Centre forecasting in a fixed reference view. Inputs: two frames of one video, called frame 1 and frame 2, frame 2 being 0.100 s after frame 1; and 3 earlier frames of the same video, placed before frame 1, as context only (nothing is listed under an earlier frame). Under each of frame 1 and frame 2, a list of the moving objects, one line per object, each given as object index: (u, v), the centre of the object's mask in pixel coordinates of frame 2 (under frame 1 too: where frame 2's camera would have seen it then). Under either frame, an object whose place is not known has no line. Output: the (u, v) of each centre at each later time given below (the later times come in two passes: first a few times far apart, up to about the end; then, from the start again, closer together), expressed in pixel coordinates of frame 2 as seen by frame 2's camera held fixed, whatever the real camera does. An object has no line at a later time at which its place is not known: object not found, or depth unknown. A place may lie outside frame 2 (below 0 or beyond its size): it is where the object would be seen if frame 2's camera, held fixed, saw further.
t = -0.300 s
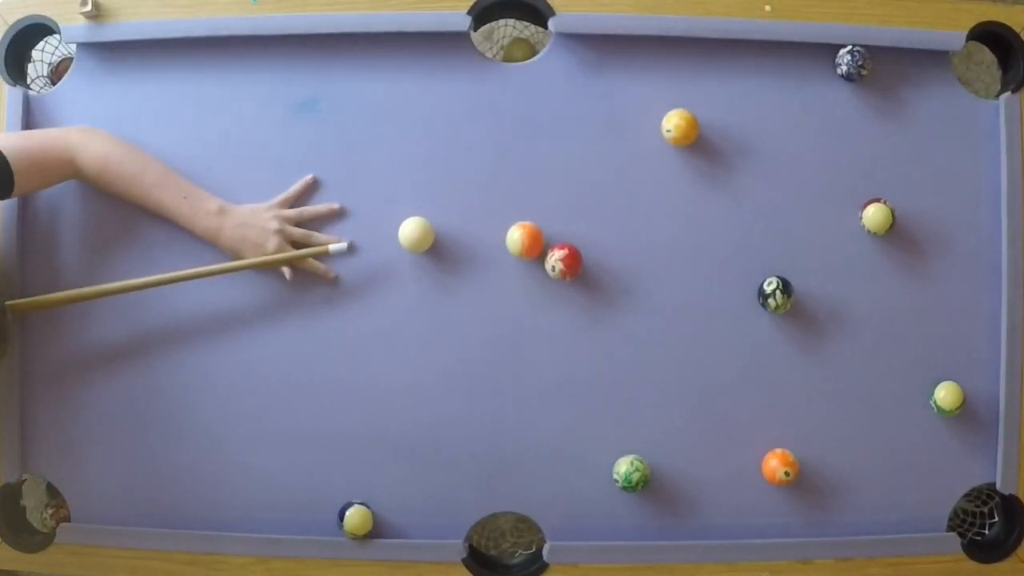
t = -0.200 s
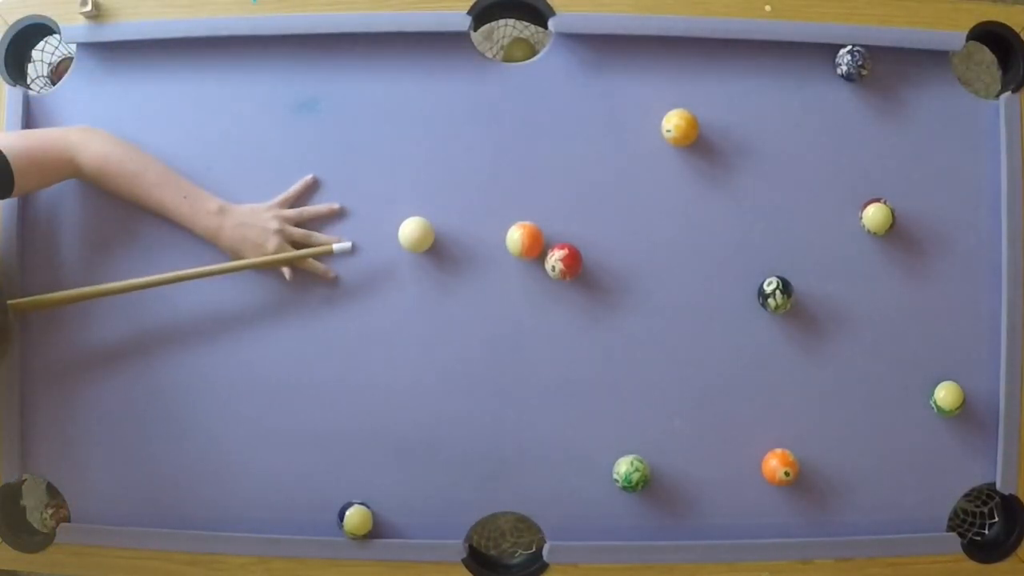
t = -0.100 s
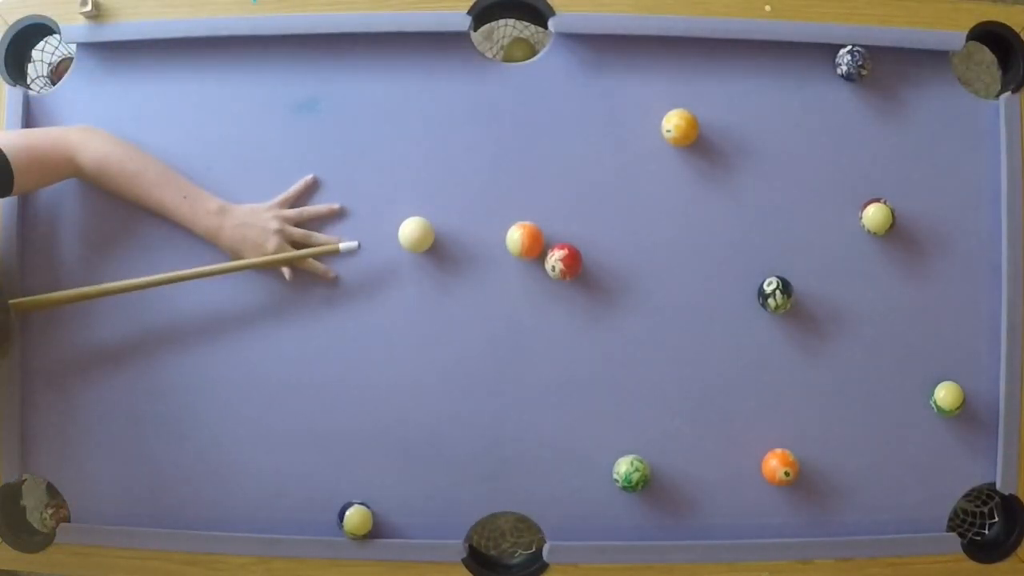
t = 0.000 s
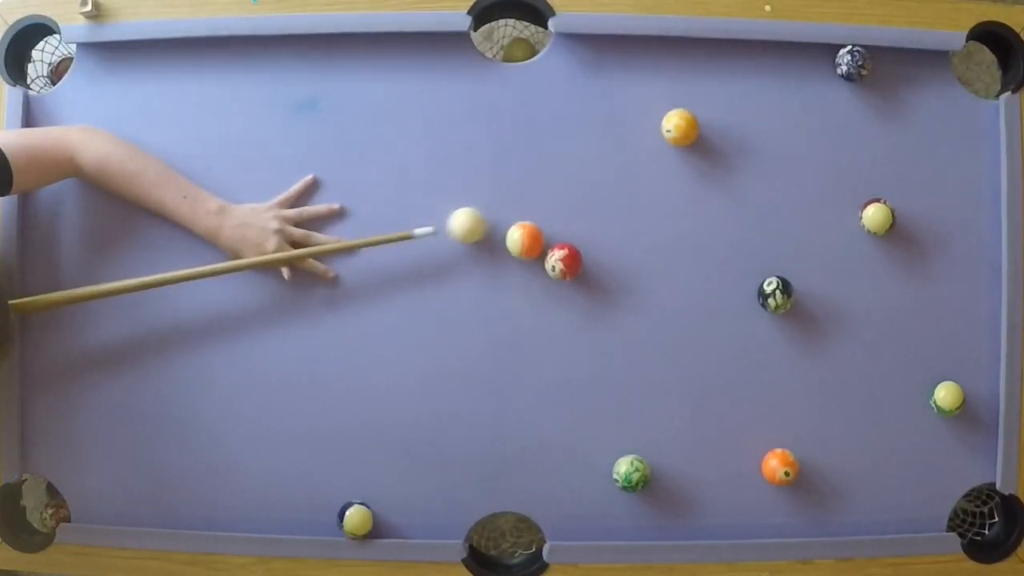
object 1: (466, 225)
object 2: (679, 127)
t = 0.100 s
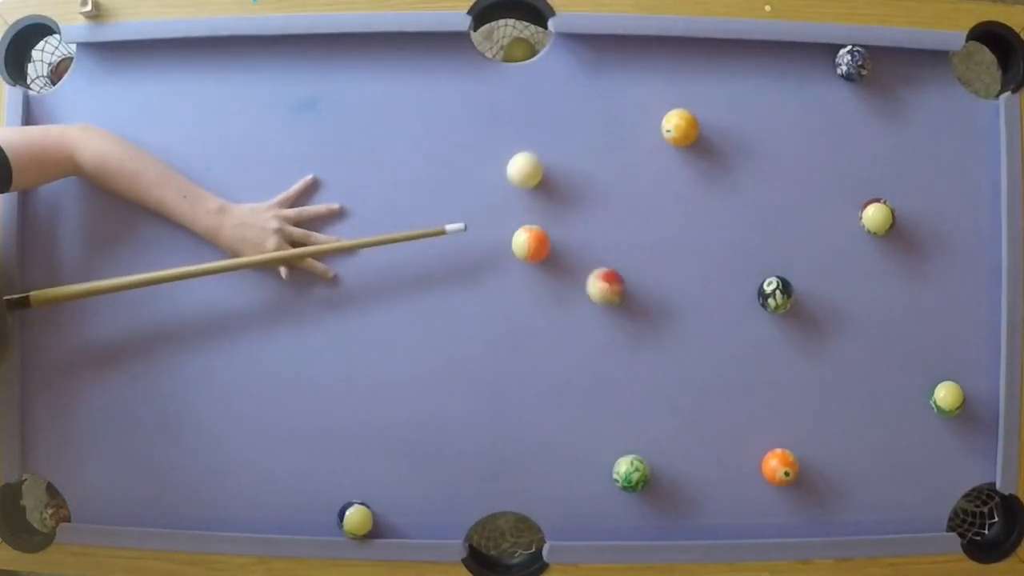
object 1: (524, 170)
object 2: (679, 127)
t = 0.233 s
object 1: (588, 98)
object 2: (679, 127)
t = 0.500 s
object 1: (684, 91)
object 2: (679, 126)
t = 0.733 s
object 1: (752, 109)
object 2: (679, 148)
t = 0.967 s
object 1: (814, 128)
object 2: (680, 164)
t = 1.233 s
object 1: (877, 148)
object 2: (681, 180)
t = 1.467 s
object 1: (925, 165)
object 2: (683, 189)
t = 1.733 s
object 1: (972, 183)
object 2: (685, 196)
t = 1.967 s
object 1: (977, 194)
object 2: (685, 198)
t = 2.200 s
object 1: (963, 200)
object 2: (685, 199)
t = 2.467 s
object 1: (949, 206)
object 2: (685, 199)
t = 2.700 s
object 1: (941, 211)
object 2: (685, 199)
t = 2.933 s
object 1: (935, 215)
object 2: (685, 199)
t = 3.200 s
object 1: (932, 218)
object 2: (685, 199)
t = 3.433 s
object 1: (932, 218)
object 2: (685, 199)
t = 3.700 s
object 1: (932, 218)
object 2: (685, 199)
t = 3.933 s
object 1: (932, 218)
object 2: (685, 199)
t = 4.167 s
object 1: (932, 218)
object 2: (685, 199)
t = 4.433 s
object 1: (932, 218)
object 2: (685, 199)
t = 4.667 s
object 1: (932, 218)
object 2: (685, 199)
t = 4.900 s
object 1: (932, 218)
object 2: (685, 199)
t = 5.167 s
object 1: (932, 218)
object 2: (685, 199)
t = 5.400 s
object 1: (932, 218)
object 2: (685, 198)
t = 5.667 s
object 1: (932, 218)
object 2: (685, 199)
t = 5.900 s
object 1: (932, 218)
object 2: (685, 199)
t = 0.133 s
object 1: (540, 151)
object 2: (679, 127)
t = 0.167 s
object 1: (556, 133)
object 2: (679, 127)
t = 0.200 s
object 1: (572, 116)
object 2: (680, 127)
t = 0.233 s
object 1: (588, 98)
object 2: (679, 127)
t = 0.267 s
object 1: (603, 80)
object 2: (679, 127)
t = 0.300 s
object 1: (619, 63)
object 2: (679, 127)
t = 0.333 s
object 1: (632, 55)
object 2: (679, 127)
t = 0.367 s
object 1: (643, 64)
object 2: (680, 127)
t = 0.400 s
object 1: (653, 71)
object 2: (679, 127)
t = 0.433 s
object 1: (663, 78)
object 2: (680, 127)
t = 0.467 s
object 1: (673, 84)
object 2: (679, 126)
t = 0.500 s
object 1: (684, 91)
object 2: (679, 126)
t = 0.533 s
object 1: (694, 93)
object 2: (679, 130)
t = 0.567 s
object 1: (704, 96)
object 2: (679, 133)
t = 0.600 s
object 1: (714, 99)
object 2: (679, 136)
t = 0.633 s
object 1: (724, 101)
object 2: (679, 140)
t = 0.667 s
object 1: (733, 104)
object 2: (679, 142)
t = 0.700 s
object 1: (743, 107)
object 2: (679, 145)
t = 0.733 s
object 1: (752, 109)
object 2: (679, 148)
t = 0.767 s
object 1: (761, 112)
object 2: (679, 150)
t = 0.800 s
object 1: (771, 114)
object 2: (679, 153)
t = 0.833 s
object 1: (780, 117)
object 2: (679, 155)
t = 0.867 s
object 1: (788, 119)
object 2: (679, 158)
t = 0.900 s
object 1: (797, 122)
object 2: (680, 160)
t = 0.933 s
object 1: (806, 125)
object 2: (680, 162)
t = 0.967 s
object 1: (814, 128)
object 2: (680, 164)
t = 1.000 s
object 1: (823, 130)
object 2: (680, 167)
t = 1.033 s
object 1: (831, 133)
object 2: (680, 169)
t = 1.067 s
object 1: (839, 135)
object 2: (680, 171)
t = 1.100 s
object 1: (847, 138)
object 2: (680, 173)
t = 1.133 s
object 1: (855, 140)
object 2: (680, 175)
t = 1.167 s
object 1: (863, 143)
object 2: (681, 176)
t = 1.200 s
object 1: (870, 145)
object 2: (681, 178)
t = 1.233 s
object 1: (877, 148)
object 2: (681, 180)
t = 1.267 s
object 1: (885, 151)
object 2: (681, 182)
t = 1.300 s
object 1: (892, 153)
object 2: (682, 183)
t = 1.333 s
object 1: (899, 156)
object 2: (682, 185)
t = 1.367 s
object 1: (906, 158)
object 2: (682, 186)
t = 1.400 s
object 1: (912, 160)
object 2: (683, 187)
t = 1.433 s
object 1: (919, 163)
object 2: (683, 188)
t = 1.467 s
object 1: (925, 165)
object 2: (683, 189)
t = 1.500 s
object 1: (932, 168)
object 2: (683, 191)
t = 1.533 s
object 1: (938, 170)
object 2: (684, 192)
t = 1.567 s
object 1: (944, 172)
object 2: (684, 193)
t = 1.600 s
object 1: (950, 175)
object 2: (684, 194)
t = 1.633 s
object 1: (956, 177)
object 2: (684, 194)
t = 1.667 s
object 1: (961, 179)
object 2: (685, 195)
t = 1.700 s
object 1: (967, 182)
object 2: (685, 196)
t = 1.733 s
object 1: (972, 183)
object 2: (685, 196)
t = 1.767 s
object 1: (978, 186)
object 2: (685, 197)
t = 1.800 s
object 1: (983, 188)
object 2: (685, 198)
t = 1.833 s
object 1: (987, 190)
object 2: (685, 198)
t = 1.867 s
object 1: (984, 191)
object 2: (685, 198)
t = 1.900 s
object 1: (982, 192)
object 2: (685, 198)
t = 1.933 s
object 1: (979, 193)
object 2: (686, 198)
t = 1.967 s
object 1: (977, 194)
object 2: (685, 198)
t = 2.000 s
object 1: (975, 195)
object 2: (685, 199)
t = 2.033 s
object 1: (973, 196)
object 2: (685, 199)
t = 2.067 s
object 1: (971, 197)
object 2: (686, 199)
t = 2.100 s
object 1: (968, 198)
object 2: (685, 199)
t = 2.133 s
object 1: (966, 198)
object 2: (685, 199)
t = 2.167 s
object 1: (965, 199)
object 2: (686, 199)
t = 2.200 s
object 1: (963, 200)
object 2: (685, 199)
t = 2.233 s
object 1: (961, 201)
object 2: (685, 199)
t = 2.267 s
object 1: (959, 202)
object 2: (685, 199)
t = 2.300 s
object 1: (957, 203)
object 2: (685, 199)
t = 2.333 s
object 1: (956, 203)
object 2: (685, 199)
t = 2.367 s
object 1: (954, 204)
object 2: (685, 199)
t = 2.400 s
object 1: (952, 205)
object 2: (685, 199)
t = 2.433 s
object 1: (951, 206)
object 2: (685, 199)
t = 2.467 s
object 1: (949, 206)
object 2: (685, 199)
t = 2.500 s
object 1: (948, 207)
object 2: (685, 199)
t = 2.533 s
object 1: (946, 208)
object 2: (685, 199)
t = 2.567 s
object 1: (945, 208)
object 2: (685, 198)
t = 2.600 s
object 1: (944, 209)
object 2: (685, 199)
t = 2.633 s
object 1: (943, 210)
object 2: (685, 199)
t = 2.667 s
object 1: (942, 211)
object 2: (685, 199)
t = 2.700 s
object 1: (941, 211)
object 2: (685, 199)
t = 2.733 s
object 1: (940, 212)
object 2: (685, 199)
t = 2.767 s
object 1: (939, 213)
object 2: (685, 199)
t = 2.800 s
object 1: (938, 213)
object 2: (685, 199)
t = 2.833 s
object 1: (937, 214)
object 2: (685, 199)
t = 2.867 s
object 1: (937, 214)
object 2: (685, 199)
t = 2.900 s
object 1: (936, 215)
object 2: (685, 199)
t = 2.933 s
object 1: (935, 215)
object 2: (685, 199)
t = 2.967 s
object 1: (935, 216)
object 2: (685, 199)
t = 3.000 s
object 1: (934, 216)
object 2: (685, 199)
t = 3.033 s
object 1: (934, 216)
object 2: (685, 199)
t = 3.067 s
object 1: (933, 217)
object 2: (685, 199)
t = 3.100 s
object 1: (933, 217)
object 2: (685, 199)
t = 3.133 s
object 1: (933, 217)
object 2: (685, 199)
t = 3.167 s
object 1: (932, 217)
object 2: (685, 199)
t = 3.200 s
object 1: (932, 218)
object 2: (685, 199)
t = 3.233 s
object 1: (932, 218)
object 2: (685, 199)
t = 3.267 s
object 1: (932, 218)
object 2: (685, 199)
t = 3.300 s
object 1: (932, 218)
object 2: (685, 199)
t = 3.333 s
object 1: (932, 218)
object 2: (685, 199)
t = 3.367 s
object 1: (932, 218)
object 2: (685, 199)
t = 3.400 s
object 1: (932, 218)
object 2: (685, 199)
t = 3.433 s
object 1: (932, 218)
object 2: (685, 199)
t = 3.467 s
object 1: (932, 218)
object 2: (685, 198)
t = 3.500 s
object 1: (932, 218)
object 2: (685, 199)
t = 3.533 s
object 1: (932, 218)
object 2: (685, 198)
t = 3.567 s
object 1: (932, 218)
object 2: (685, 199)
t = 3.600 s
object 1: (932, 218)
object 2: (685, 199)
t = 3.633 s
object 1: (932, 218)
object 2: (685, 199)
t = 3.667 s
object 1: (932, 218)
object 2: (685, 199)
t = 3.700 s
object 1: (932, 218)
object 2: (685, 199)
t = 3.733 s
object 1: (932, 218)
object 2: (685, 199)
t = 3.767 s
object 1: (932, 218)
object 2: (685, 199)
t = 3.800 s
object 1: (932, 218)
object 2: (685, 199)
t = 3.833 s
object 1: (932, 218)
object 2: (685, 199)
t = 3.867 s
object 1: (932, 218)
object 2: (685, 199)
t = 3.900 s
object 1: (932, 218)
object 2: (685, 199)
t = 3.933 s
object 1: (932, 218)
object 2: (685, 199)
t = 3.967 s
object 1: (932, 218)
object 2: (685, 199)
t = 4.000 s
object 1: (932, 218)
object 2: (685, 199)
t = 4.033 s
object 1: (932, 218)
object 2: (685, 199)
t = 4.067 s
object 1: (932, 218)
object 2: (685, 199)
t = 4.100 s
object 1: (932, 218)
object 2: (685, 199)
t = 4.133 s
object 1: (932, 218)
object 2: (685, 199)
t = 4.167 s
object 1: (932, 218)
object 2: (685, 199)
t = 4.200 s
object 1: (932, 218)
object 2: (685, 199)
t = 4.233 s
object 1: (932, 218)
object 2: (685, 199)
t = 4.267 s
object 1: (932, 218)
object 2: (685, 199)
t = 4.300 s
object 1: (932, 218)
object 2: (685, 199)
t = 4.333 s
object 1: (932, 218)
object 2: (685, 199)
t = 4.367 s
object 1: (932, 218)
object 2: (685, 199)
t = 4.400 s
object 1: (932, 218)
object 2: (685, 199)
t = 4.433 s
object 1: (932, 218)
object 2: (685, 199)
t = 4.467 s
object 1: (932, 218)
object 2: (685, 199)
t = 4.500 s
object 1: (932, 218)
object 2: (685, 199)
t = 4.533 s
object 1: (932, 218)
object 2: (685, 199)
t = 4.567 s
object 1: (932, 218)
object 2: (685, 199)
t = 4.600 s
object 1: (932, 218)
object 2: (685, 199)
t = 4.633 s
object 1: (932, 218)
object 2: (685, 199)
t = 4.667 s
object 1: (932, 218)
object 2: (685, 199)
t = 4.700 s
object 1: (932, 218)
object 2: (685, 199)
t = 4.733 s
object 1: (932, 218)
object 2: (685, 199)
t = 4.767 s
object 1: (932, 218)
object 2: (685, 199)
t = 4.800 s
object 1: (932, 218)
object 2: (685, 199)
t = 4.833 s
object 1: (932, 218)
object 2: (685, 198)
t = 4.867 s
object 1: (932, 218)
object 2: (685, 199)
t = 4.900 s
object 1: (932, 218)
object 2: (685, 199)
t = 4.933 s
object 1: (932, 218)
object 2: (685, 199)
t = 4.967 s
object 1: (932, 218)
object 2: (685, 199)
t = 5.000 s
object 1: (932, 218)
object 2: (685, 199)
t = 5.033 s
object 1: (932, 218)
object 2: (685, 199)
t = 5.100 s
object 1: (932, 218)
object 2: (685, 199)
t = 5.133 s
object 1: (932, 218)
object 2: (685, 199)
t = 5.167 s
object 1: (932, 218)
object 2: (685, 199)
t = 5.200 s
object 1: (932, 218)
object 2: (685, 199)
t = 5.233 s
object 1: (932, 218)
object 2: (685, 199)
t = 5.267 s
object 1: (932, 218)
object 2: (685, 198)
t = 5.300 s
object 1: (932, 218)
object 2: (685, 199)
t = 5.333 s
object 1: (932, 218)
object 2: (685, 199)
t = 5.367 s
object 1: (932, 218)
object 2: (685, 198)
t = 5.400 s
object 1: (932, 218)
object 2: (685, 198)
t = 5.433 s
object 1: (932, 218)
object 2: (685, 199)
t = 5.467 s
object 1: (932, 218)
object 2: (685, 198)
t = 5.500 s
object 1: (932, 218)
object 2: (685, 199)
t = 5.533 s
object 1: (932, 218)
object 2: (685, 199)
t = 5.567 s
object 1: (932, 218)
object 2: (685, 198)
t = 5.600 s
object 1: (932, 218)
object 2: (685, 199)
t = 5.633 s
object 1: (932, 218)
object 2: (685, 198)
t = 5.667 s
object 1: (932, 218)
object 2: (685, 199)
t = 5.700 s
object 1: (932, 218)
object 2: (685, 199)
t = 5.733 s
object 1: (932, 218)
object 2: (685, 198)
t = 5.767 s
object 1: (932, 218)
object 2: (685, 198)
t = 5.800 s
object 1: (932, 218)
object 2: (685, 198)
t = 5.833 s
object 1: (932, 218)
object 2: (685, 198)
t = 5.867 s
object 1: (932, 218)
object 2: (685, 198)
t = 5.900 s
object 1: (932, 218)
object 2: (685, 199)
